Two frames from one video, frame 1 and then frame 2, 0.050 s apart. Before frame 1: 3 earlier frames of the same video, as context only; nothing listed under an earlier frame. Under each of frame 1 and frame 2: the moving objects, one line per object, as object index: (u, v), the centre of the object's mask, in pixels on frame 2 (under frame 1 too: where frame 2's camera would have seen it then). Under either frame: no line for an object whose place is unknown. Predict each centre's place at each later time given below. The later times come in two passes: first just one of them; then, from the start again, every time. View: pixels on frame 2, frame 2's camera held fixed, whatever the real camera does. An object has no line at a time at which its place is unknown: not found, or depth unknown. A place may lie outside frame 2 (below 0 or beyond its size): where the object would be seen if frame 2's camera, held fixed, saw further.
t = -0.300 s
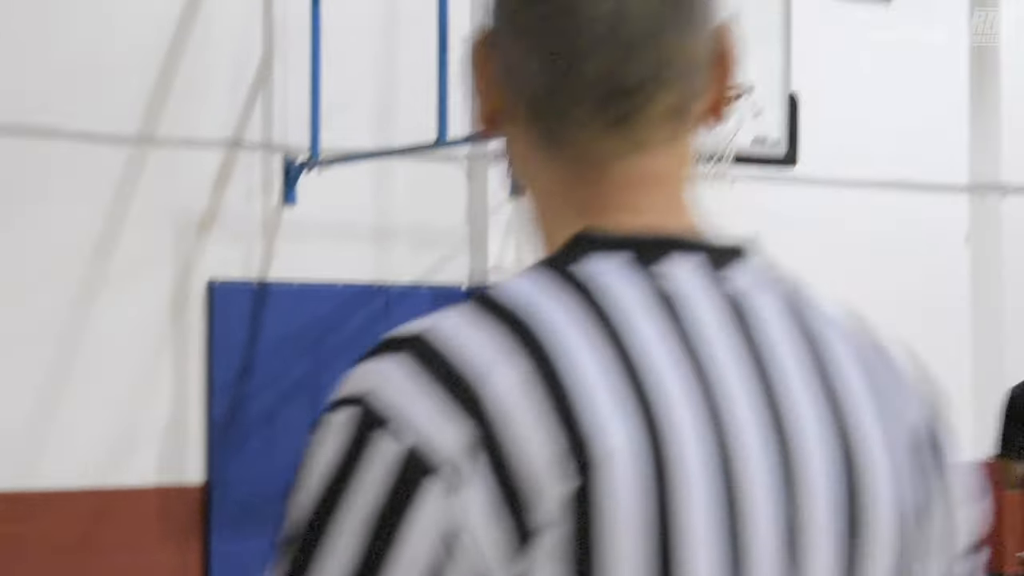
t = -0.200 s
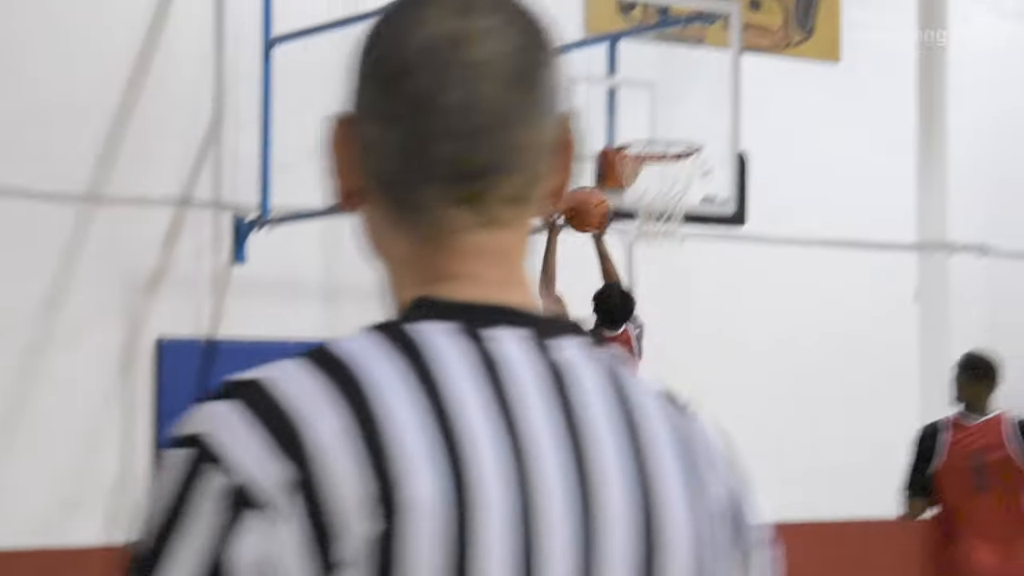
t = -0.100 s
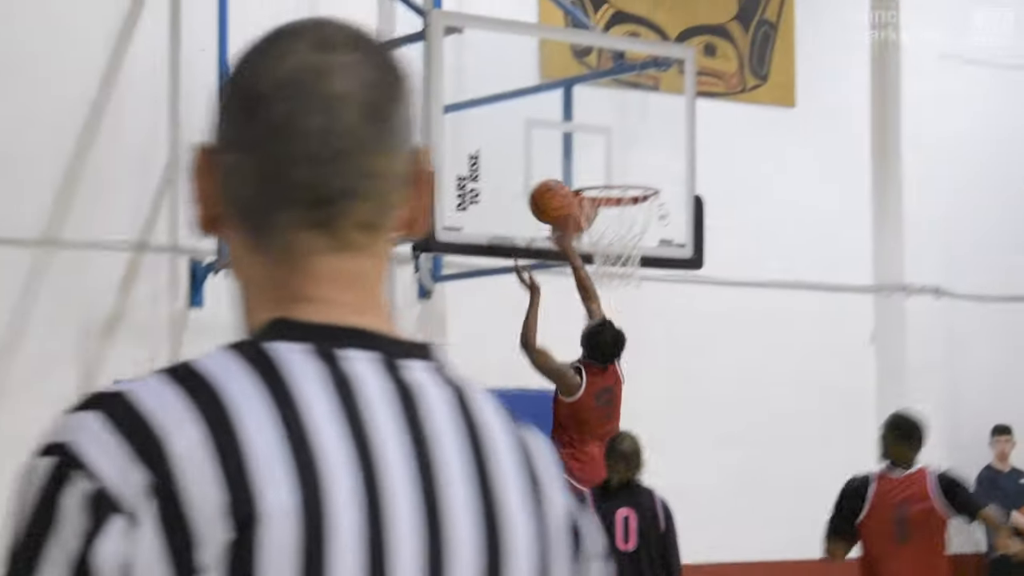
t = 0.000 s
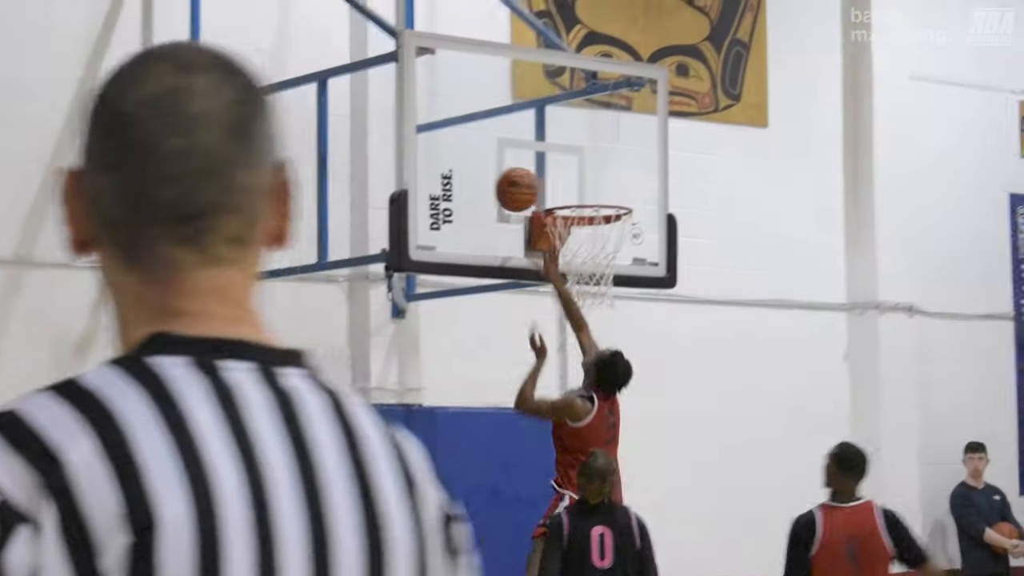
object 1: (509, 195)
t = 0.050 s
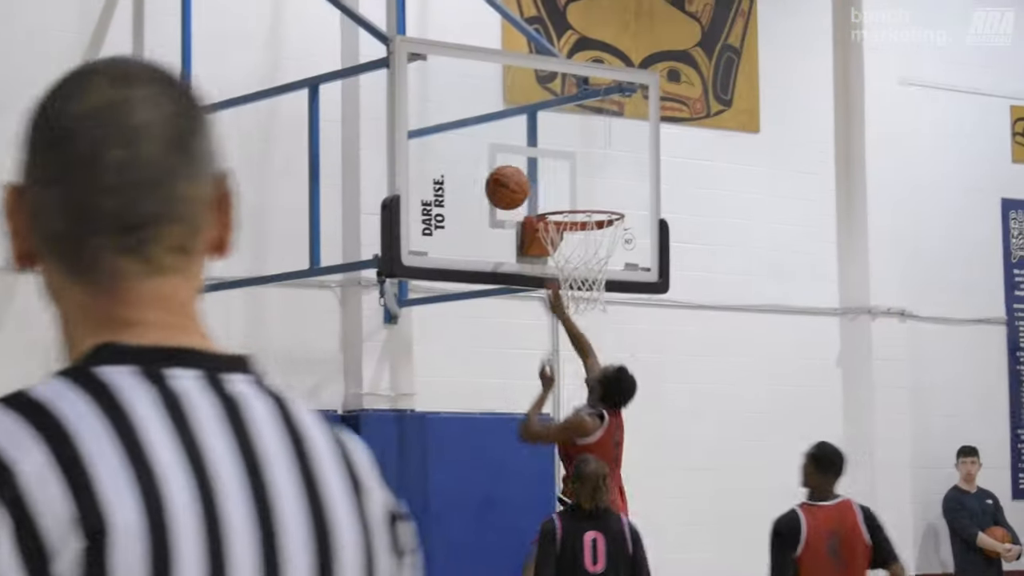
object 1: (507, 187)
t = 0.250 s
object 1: (538, 184)
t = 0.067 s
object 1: (510, 187)
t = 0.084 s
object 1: (514, 187)
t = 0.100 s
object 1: (518, 187)
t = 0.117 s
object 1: (521, 188)
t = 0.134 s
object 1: (525, 190)
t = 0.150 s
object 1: (529, 191)
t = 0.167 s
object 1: (531, 193)
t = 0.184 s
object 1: (533, 191)
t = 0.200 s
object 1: (534, 188)
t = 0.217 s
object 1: (535, 186)
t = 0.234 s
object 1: (537, 185)
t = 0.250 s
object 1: (538, 184)
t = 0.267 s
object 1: (539, 183)
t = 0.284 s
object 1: (540, 183)
